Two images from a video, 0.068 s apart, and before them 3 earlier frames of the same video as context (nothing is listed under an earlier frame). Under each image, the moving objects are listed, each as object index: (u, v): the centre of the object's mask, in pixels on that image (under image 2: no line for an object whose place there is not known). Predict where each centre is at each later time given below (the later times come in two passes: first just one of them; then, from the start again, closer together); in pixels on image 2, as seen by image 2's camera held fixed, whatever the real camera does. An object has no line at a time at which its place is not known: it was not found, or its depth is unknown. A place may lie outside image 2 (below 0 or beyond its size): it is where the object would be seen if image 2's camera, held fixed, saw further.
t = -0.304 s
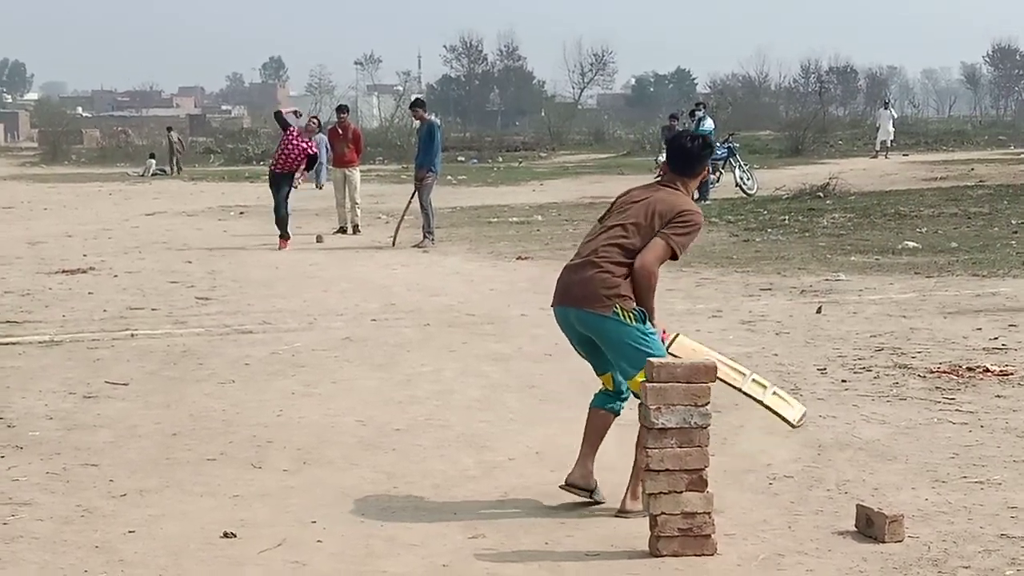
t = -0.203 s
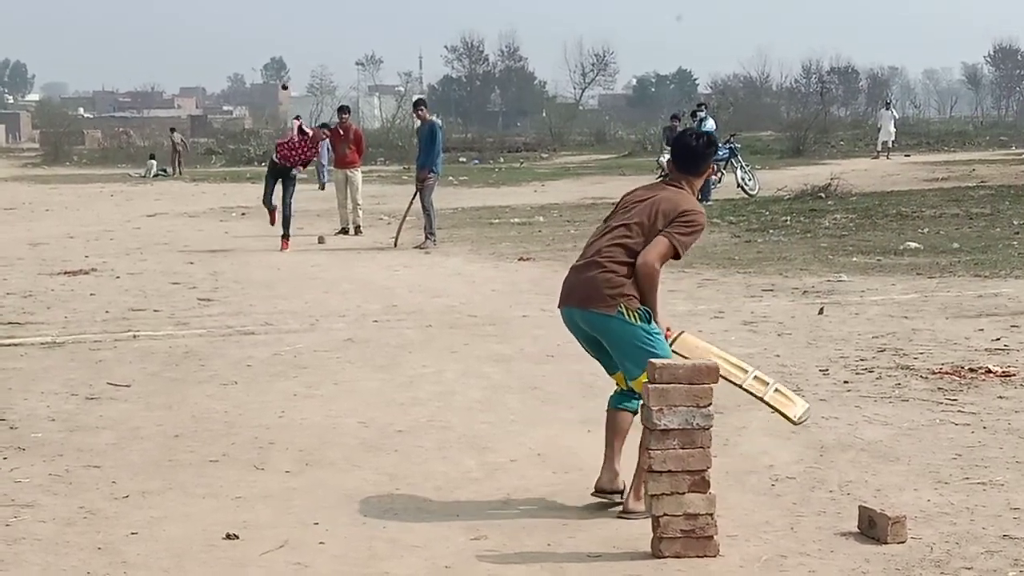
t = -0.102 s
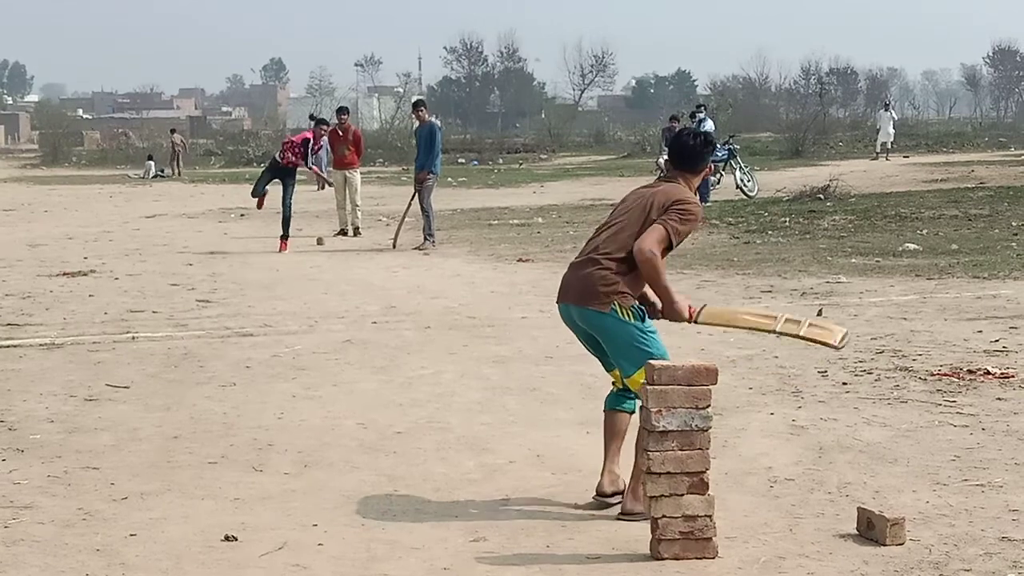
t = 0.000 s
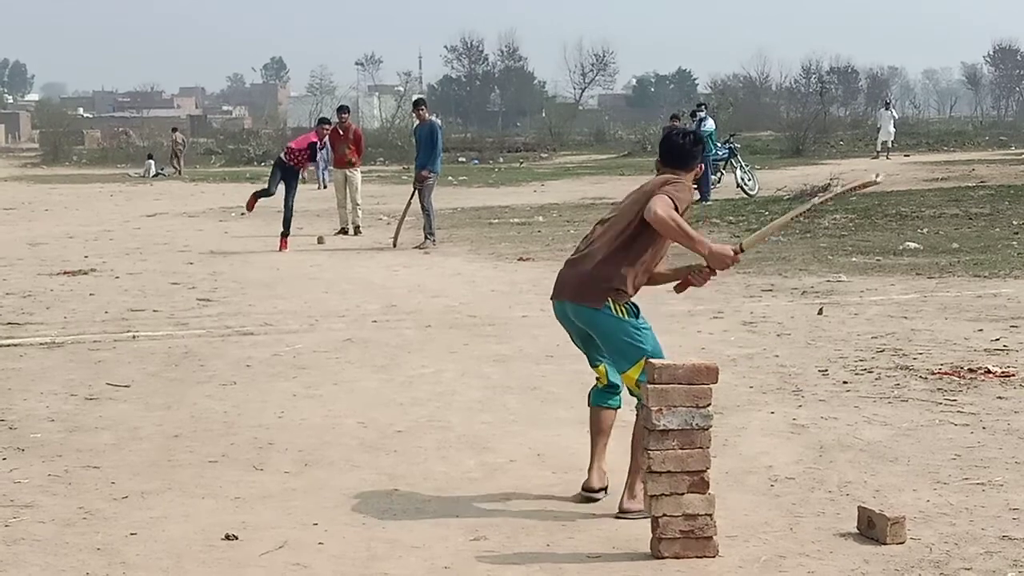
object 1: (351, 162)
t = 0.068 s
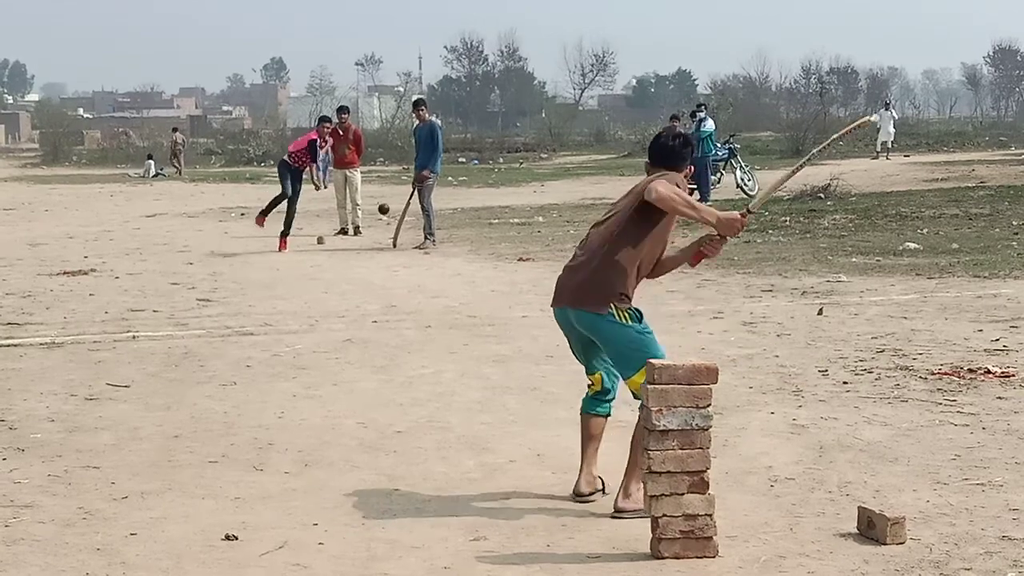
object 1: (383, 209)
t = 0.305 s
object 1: (617, 545)
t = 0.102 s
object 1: (403, 239)
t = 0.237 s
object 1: (525, 450)
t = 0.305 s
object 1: (617, 545)
